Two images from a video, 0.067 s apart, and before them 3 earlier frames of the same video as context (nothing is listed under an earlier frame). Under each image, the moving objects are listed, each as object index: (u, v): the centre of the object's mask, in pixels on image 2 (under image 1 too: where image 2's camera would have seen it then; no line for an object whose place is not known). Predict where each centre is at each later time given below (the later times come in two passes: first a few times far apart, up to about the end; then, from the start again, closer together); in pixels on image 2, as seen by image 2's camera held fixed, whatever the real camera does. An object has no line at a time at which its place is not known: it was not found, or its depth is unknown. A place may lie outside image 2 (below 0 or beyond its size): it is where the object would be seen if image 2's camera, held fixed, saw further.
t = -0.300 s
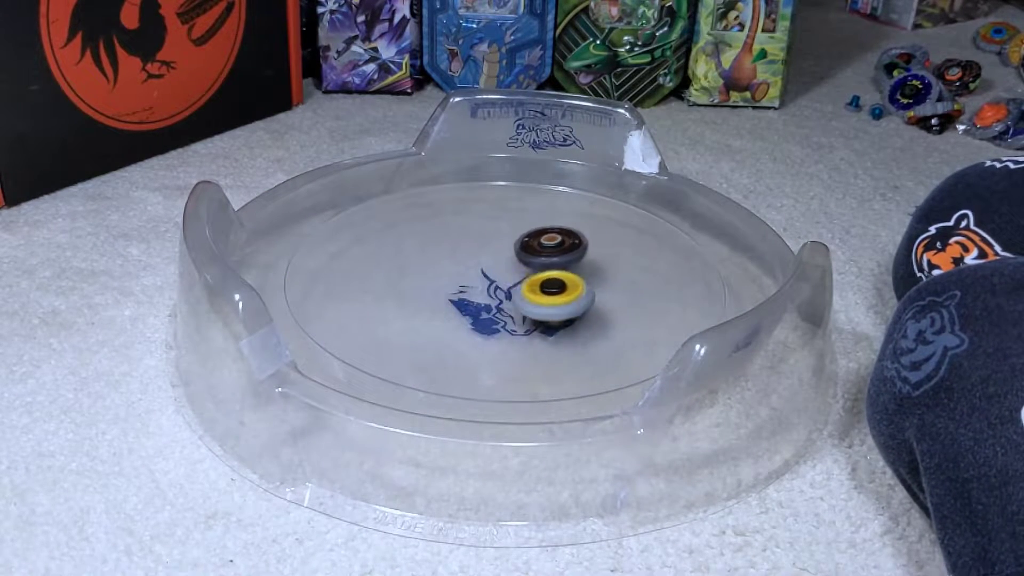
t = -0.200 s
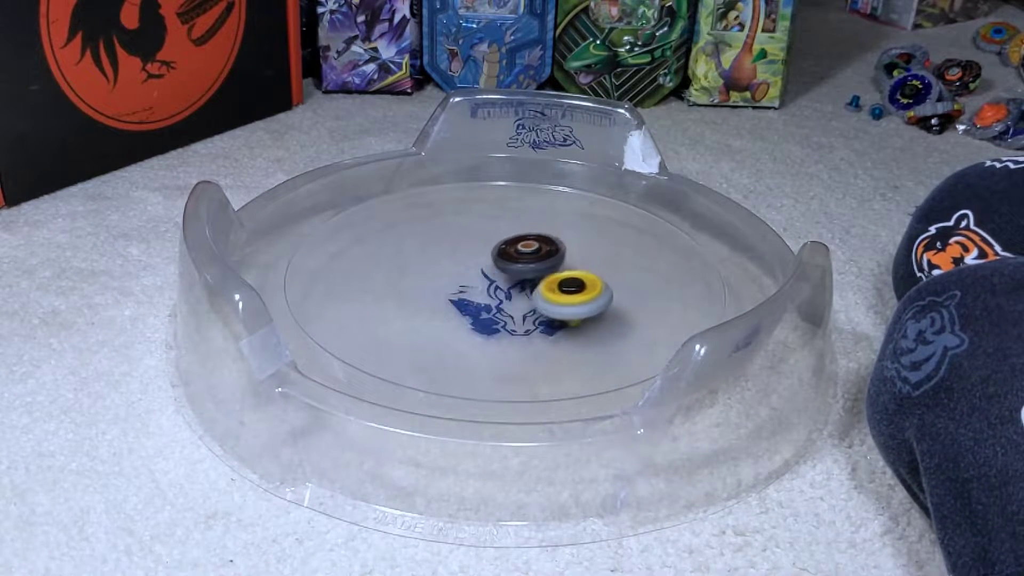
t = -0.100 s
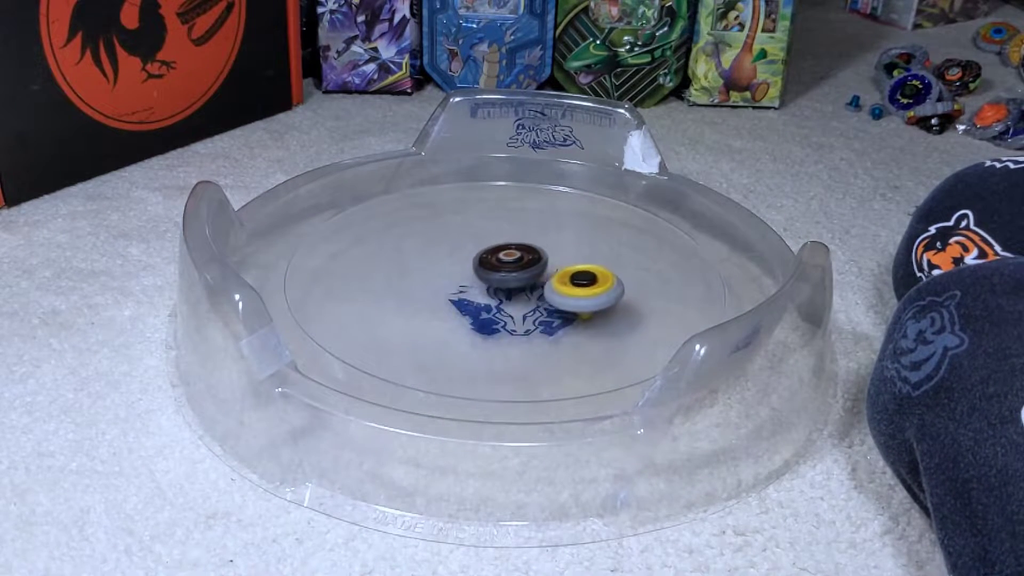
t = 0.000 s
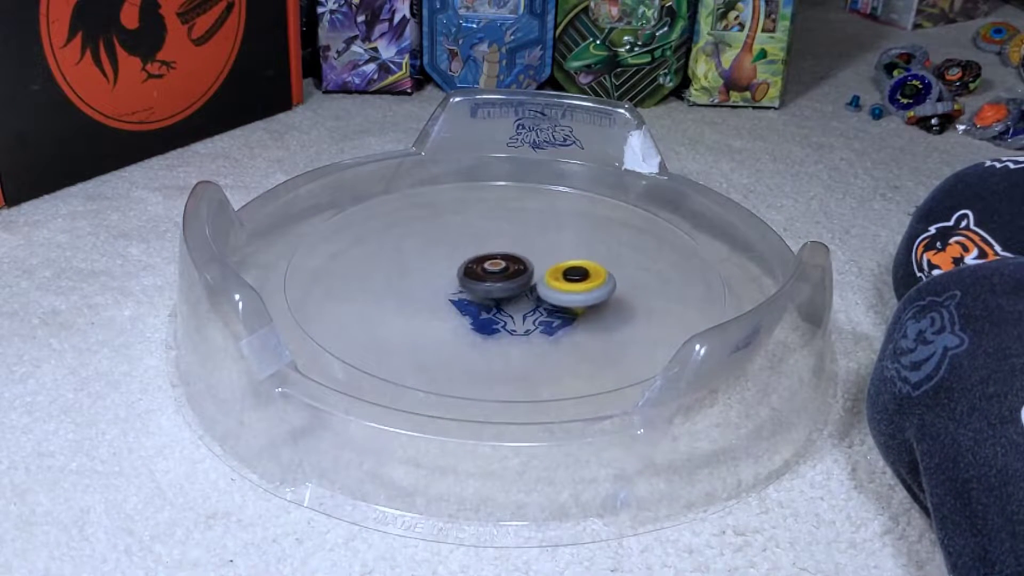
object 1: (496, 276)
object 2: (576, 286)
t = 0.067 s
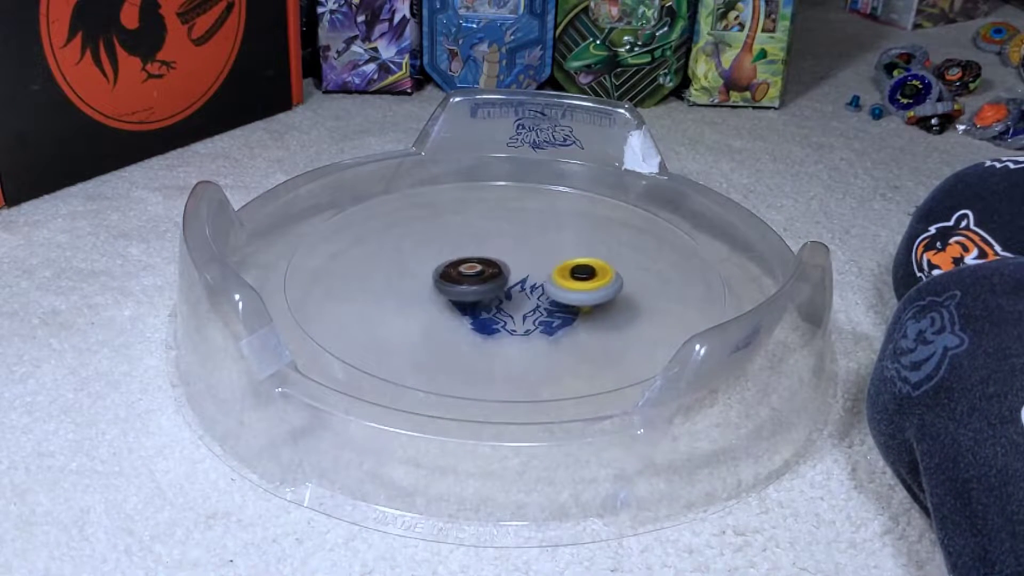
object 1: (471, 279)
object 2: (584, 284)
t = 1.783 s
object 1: (625, 342)
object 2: (482, 310)
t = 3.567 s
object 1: (531, 323)
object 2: (502, 279)
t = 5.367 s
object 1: (407, 262)
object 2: (542, 265)
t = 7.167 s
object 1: (597, 280)
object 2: (453, 250)
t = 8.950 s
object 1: (525, 306)
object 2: (397, 304)
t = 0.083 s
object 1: (462, 280)
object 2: (589, 283)
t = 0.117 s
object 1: (450, 281)
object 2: (593, 282)
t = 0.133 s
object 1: (446, 283)
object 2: (592, 281)
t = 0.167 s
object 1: (440, 288)
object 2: (590, 279)
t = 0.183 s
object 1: (438, 290)
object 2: (588, 278)
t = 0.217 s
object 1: (436, 296)
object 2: (583, 276)
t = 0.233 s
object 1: (434, 298)
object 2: (580, 275)
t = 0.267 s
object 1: (433, 302)
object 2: (573, 274)
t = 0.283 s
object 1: (433, 304)
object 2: (570, 274)
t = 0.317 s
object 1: (432, 308)
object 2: (563, 274)
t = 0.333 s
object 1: (433, 309)
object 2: (559, 274)
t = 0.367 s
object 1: (433, 312)
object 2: (552, 276)
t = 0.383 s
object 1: (435, 314)
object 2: (549, 277)
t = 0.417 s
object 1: (437, 316)
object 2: (543, 278)
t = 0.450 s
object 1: (440, 318)
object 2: (537, 280)
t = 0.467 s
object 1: (441, 319)
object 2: (535, 280)
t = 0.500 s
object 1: (444, 320)
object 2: (531, 283)
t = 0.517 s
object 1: (445, 321)
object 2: (529, 285)
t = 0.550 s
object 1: (447, 322)
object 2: (525, 288)
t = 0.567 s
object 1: (449, 322)
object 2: (523, 290)
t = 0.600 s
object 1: (454, 323)
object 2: (523, 294)
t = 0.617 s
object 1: (455, 323)
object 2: (523, 295)
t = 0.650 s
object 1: (459, 324)
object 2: (525, 297)
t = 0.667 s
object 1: (460, 324)
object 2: (525, 298)
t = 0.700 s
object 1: (463, 324)
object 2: (526, 301)
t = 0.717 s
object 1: (465, 324)
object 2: (527, 301)
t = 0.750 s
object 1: (470, 325)
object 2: (530, 302)
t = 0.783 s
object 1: (434, 332)
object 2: (564, 289)
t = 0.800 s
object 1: (412, 334)
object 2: (585, 279)
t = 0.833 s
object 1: (376, 338)
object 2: (619, 259)
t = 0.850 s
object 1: (363, 336)
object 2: (631, 249)
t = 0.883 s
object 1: (349, 331)
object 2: (648, 229)
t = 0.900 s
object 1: (342, 335)
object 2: (652, 222)
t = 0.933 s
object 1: (337, 336)
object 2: (655, 207)
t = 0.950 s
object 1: (337, 336)
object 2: (653, 202)
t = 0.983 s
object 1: (337, 338)
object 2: (645, 194)
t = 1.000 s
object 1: (338, 339)
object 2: (637, 191)
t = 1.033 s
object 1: (339, 341)
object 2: (619, 186)
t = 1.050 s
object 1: (339, 342)
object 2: (608, 183)
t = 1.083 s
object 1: (341, 344)
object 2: (585, 179)
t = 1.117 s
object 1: (342, 346)
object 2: (562, 176)
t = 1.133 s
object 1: (343, 347)
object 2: (550, 175)
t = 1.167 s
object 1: (344, 348)
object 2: (528, 175)
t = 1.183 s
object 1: (346, 348)
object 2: (515, 175)
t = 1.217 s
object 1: (349, 350)
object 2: (493, 177)
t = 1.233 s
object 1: (350, 350)
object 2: (481, 178)
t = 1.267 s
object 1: (355, 351)
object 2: (458, 183)
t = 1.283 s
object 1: (359, 351)
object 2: (447, 186)
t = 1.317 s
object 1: (366, 351)
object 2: (427, 193)
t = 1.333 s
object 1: (370, 351)
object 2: (416, 198)
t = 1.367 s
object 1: (379, 351)
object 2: (396, 208)
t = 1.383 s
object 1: (383, 350)
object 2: (388, 214)
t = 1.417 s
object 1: (392, 349)
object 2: (373, 228)
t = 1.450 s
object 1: (403, 349)
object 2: (364, 244)
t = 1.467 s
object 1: (409, 351)
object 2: (361, 252)
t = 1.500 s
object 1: (422, 350)
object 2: (361, 271)
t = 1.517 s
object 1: (428, 349)
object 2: (364, 279)
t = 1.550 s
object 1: (439, 347)
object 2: (376, 298)
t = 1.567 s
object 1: (445, 346)
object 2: (384, 305)
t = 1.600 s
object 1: (470, 349)
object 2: (399, 312)
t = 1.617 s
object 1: (492, 355)
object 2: (402, 312)
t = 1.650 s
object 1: (533, 361)
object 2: (412, 308)
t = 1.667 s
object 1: (551, 362)
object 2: (419, 307)
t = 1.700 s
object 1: (580, 360)
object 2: (437, 306)
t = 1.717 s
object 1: (592, 357)
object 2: (446, 308)
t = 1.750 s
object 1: (610, 350)
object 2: (465, 309)
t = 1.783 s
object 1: (625, 342)
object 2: (482, 310)
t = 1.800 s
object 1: (631, 338)
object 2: (489, 311)
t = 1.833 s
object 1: (642, 330)
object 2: (502, 311)
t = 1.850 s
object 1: (647, 325)
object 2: (506, 310)
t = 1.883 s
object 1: (656, 315)
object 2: (519, 306)
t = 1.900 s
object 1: (660, 310)
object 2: (525, 304)
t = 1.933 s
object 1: (665, 299)
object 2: (536, 300)
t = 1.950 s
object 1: (668, 294)
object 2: (541, 298)
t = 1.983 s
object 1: (670, 283)
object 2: (548, 294)
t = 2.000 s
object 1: (671, 277)
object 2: (550, 291)
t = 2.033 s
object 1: (670, 267)
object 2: (550, 286)
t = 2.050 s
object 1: (669, 262)
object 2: (551, 282)
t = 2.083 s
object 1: (666, 251)
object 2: (551, 274)
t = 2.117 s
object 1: (661, 241)
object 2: (550, 268)
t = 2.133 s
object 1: (658, 237)
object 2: (549, 265)
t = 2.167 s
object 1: (652, 227)
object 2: (546, 261)
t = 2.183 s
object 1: (648, 223)
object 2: (543, 259)
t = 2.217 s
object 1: (640, 215)
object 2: (535, 256)
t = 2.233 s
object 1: (636, 211)
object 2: (531, 254)
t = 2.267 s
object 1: (628, 204)
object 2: (522, 251)
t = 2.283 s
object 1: (623, 200)
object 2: (516, 250)
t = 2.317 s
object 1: (613, 194)
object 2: (507, 248)
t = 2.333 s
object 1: (608, 191)
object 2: (503, 247)
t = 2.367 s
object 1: (599, 186)
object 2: (494, 246)
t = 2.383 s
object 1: (594, 184)
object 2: (490, 246)
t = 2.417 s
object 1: (584, 180)
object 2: (482, 247)
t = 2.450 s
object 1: (574, 176)
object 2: (475, 250)
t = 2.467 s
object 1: (569, 174)
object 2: (472, 251)
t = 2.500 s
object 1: (560, 172)
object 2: (465, 256)
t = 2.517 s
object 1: (555, 171)
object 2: (462, 258)
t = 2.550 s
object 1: (545, 169)
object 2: (460, 263)
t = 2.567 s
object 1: (540, 168)
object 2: (460, 265)
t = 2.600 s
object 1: (531, 168)
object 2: (461, 270)
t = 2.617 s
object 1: (526, 167)
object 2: (462, 273)
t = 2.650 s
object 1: (517, 168)
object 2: (468, 278)
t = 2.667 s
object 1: (513, 168)
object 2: (471, 280)
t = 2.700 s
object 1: (504, 169)
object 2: (478, 284)
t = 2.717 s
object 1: (499, 170)
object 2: (482, 286)
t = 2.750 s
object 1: (490, 172)
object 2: (490, 288)
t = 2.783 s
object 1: (481, 175)
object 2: (499, 289)
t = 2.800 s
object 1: (476, 176)
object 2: (505, 290)
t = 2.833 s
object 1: (468, 180)
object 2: (516, 290)
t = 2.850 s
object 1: (464, 182)
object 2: (521, 290)
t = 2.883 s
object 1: (456, 187)
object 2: (528, 289)
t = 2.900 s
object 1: (452, 190)
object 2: (532, 288)
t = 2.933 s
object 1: (443, 197)
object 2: (538, 286)
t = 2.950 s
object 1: (439, 200)
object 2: (540, 284)
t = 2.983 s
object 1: (433, 208)
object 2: (546, 281)
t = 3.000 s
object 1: (430, 212)
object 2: (548, 279)
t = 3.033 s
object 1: (425, 220)
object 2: (552, 275)
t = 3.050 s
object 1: (423, 224)
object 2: (553, 273)
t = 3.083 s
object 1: (421, 231)
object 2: (554, 270)
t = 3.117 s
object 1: (419, 240)
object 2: (552, 267)
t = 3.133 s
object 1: (419, 245)
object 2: (551, 265)
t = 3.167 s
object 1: (421, 254)
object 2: (548, 261)
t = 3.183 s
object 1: (422, 259)
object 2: (546, 260)
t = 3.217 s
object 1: (425, 268)
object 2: (542, 258)
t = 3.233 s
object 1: (428, 272)
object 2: (540, 257)
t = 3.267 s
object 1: (433, 280)
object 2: (535, 256)
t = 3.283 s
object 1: (436, 284)
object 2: (531, 256)
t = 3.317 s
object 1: (444, 292)
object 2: (525, 257)
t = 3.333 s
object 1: (449, 295)
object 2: (521, 258)
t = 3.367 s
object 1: (458, 302)
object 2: (514, 258)
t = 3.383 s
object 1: (464, 304)
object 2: (511, 259)
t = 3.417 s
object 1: (475, 309)
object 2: (507, 261)
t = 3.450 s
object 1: (486, 315)
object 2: (505, 265)
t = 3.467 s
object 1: (493, 317)
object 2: (504, 267)
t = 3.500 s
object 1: (506, 321)
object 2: (503, 272)
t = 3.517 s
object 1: (512, 322)
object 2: (502, 274)
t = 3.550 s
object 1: (524, 324)
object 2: (501, 278)
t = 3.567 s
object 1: (531, 323)
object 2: (502, 279)
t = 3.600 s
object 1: (545, 326)
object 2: (506, 282)
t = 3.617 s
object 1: (551, 325)
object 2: (507, 284)
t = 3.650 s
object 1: (563, 325)
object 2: (513, 286)
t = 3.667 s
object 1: (569, 325)
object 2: (517, 287)
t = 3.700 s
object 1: (579, 324)
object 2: (524, 289)
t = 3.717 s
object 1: (585, 323)
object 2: (527, 289)
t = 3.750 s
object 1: (595, 320)
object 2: (533, 290)
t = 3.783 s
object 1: (605, 317)
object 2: (540, 289)
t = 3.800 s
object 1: (609, 316)
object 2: (542, 289)
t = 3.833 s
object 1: (616, 313)
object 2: (547, 288)
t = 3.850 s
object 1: (620, 312)
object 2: (548, 287)
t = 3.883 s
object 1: (626, 309)
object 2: (552, 286)
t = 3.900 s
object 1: (628, 307)
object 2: (553, 285)
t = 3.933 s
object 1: (633, 304)
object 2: (555, 283)
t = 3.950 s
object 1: (634, 302)
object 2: (556, 283)
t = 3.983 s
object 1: (637, 299)
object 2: (556, 281)
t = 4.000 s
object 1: (637, 297)
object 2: (555, 280)
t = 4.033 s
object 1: (638, 294)
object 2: (554, 278)
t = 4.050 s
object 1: (637, 292)
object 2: (552, 277)
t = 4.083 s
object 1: (636, 289)
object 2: (550, 276)
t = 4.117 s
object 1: (634, 286)
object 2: (546, 275)
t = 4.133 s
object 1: (632, 284)
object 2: (543, 274)
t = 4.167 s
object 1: (628, 281)
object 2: (537, 274)
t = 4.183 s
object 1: (625, 280)
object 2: (534, 274)
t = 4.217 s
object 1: (619, 277)
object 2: (529, 275)
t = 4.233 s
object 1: (617, 276)
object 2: (526, 275)
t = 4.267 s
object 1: (609, 274)
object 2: (521, 277)
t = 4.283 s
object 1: (605, 273)
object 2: (519, 278)
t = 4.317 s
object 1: (597, 271)
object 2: (514, 280)
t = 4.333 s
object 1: (592, 271)
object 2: (513, 281)
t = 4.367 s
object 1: (590, 269)
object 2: (506, 283)
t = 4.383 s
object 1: (608, 264)
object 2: (478, 285)
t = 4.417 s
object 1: (643, 254)
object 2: (432, 286)
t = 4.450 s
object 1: (664, 245)
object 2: (396, 285)
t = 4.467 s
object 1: (673, 241)
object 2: (382, 285)
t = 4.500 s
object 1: (680, 235)
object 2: (360, 288)
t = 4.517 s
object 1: (680, 233)
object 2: (350, 290)
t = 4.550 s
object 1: (674, 229)
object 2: (338, 296)
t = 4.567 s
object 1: (670, 228)
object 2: (334, 300)
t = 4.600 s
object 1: (663, 224)
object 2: (331, 309)
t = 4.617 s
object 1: (658, 223)
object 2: (331, 314)
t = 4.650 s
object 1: (649, 220)
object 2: (341, 321)
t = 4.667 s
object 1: (644, 219)
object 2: (351, 326)
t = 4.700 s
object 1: (633, 216)
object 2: (368, 332)
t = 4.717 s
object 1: (628, 216)
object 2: (376, 335)
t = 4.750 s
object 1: (616, 214)
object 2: (389, 340)
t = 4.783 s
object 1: (603, 212)
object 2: (401, 343)
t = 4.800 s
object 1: (596, 212)
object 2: (408, 345)
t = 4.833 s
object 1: (583, 211)
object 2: (421, 348)
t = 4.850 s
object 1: (576, 210)
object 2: (428, 350)
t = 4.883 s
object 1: (561, 211)
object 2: (442, 351)
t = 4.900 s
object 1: (555, 211)
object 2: (449, 352)
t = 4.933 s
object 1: (541, 212)
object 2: (462, 352)
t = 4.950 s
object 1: (534, 212)
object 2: (469, 352)
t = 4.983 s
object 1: (521, 214)
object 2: (484, 350)
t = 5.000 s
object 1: (514, 215)
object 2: (492, 349)
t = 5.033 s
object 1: (502, 217)
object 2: (508, 346)
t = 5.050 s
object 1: (495, 219)
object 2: (516, 344)
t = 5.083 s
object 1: (483, 221)
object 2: (529, 339)
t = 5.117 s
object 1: (471, 225)
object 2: (540, 333)
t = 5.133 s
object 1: (465, 227)
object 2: (545, 329)
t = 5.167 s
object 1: (454, 231)
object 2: (554, 322)
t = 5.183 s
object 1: (449, 233)
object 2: (556, 317)
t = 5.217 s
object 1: (439, 238)
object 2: (560, 309)
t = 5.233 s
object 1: (435, 240)
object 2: (560, 304)
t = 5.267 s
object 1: (426, 245)
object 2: (560, 294)
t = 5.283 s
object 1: (422, 248)
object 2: (559, 290)
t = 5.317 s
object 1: (415, 254)
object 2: (554, 280)
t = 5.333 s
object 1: (412, 256)
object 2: (550, 275)
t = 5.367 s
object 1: (407, 262)
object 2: (542, 265)
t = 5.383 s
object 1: (405, 265)
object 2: (537, 261)
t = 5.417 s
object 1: (401, 271)
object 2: (527, 252)
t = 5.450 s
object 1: (400, 277)
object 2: (516, 245)
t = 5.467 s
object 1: (399, 280)
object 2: (510, 242)
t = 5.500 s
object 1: (399, 285)
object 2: (495, 235)
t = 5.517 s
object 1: (399, 288)
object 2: (488, 232)
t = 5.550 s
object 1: (401, 294)
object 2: (473, 227)
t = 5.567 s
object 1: (402, 296)
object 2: (466, 225)
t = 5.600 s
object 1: (406, 301)
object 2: (451, 223)
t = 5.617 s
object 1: (408, 304)
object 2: (445, 223)
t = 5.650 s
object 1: (413, 308)
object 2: (431, 222)
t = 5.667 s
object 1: (415, 310)
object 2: (425, 222)
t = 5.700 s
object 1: (422, 315)
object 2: (414, 222)
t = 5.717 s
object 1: (425, 317)
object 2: (409, 223)
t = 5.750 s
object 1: (432, 321)
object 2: (401, 227)
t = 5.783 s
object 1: (440, 324)
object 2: (395, 231)
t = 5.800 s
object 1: (445, 326)
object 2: (393, 233)
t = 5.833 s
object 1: (454, 328)
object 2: (391, 238)
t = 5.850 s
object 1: (460, 329)
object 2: (390, 241)
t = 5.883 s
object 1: (469, 331)
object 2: (391, 246)
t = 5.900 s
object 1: (475, 331)
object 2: (393, 249)
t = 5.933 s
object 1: (484, 332)
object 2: (397, 256)
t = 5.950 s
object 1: (490, 333)
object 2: (400, 259)
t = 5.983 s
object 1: (499, 333)
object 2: (407, 266)
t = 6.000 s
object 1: (505, 333)
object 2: (412, 269)
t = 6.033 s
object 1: (515, 332)
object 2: (422, 274)
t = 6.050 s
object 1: (521, 332)
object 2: (428, 277)
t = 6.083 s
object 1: (530, 330)
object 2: (441, 281)
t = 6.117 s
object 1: (539, 328)
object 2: (454, 284)
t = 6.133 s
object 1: (543, 327)
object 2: (462, 286)
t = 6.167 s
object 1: (551, 324)
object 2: (476, 288)
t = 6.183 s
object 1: (555, 323)
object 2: (484, 288)
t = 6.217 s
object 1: (562, 319)
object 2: (499, 288)
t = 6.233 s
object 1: (565, 317)
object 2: (505, 287)
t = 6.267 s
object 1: (571, 313)
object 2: (517, 284)
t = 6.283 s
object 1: (574, 311)
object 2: (522, 283)
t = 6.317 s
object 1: (580, 308)
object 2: (532, 277)
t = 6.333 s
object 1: (585, 308)
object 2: (539, 275)
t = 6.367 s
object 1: (589, 306)
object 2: (549, 269)
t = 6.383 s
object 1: (592, 304)
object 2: (554, 266)
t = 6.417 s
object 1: (596, 301)
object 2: (563, 262)
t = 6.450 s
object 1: (599, 298)
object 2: (570, 257)
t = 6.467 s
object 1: (601, 295)
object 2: (573, 254)
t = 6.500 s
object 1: (602, 290)
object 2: (577, 249)
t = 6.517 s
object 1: (604, 288)
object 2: (578, 247)
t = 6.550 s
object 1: (604, 284)
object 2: (579, 243)
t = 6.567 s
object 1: (604, 282)
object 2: (579, 241)
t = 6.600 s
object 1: (604, 278)
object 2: (579, 237)
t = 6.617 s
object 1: (602, 275)
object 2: (578, 235)
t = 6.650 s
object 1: (607, 285)
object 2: (571, 220)
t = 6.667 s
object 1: (607, 290)
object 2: (566, 211)
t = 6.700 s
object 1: (609, 297)
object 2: (556, 198)
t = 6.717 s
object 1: (608, 301)
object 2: (550, 194)
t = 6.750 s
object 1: (607, 302)
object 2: (540, 189)
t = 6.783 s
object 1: (608, 301)
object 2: (530, 187)
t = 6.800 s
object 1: (608, 301)
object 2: (525, 187)
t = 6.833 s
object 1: (610, 299)
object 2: (515, 186)
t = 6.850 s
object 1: (612, 298)
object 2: (511, 186)
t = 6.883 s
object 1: (613, 296)
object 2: (501, 188)
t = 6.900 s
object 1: (614, 296)
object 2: (496, 189)
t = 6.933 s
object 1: (615, 293)
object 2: (487, 193)
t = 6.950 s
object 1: (614, 291)
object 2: (483, 195)
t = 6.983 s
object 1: (614, 290)
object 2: (475, 200)
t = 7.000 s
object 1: (612, 290)
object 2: (472, 204)
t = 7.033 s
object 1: (611, 287)
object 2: (463, 211)
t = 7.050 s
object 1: (610, 286)
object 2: (461, 215)
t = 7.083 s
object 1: (607, 284)
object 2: (456, 224)
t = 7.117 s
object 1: (604, 282)
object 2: (454, 234)
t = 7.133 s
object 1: (602, 281)
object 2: (453, 239)
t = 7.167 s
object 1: (597, 280)
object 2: (453, 250)
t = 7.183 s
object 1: (595, 279)
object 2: (454, 255)
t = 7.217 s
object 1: (589, 277)
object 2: (458, 265)
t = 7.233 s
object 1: (586, 276)
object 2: (461, 270)
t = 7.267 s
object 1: (581, 276)
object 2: (469, 279)
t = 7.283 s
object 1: (577, 276)
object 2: (474, 284)
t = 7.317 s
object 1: (570, 274)
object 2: (485, 291)
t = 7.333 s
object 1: (567, 273)
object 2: (492, 295)
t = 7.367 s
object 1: (567, 271)
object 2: (496, 303)
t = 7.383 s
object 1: (576, 265)
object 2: (488, 309)
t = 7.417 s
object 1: (589, 254)
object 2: (474, 321)
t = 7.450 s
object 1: (594, 247)
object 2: (467, 330)
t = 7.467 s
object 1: (593, 244)
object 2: (466, 334)
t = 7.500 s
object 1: (588, 240)
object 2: (469, 343)
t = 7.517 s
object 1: (585, 239)
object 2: (473, 348)
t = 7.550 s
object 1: (576, 236)
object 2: (487, 356)
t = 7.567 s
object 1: (571, 235)
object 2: (498, 358)
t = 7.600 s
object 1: (562, 233)
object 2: (522, 365)
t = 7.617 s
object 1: (557, 231)
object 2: (535, 367)
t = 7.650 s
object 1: (549, 230)
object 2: (559, 365)
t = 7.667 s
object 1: (544, 229)
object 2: (570, 362)
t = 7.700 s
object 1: (535, 228)
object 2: (591, 361)
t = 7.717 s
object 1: (530, 228)
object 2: (601, 359)
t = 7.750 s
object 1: (521, 228)
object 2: (615, 354)
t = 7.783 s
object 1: (513, 228)
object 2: (629, 349)
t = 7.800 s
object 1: (509, 228)
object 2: (634, 347)
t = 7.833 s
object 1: (501, 228)
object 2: (644, 342)
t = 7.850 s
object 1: (497, 229)
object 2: (650, 339)
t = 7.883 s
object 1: (488, 230)
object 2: (659, 333)
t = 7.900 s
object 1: (485, 230)
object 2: (663, 330)
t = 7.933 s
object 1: (478, 232)
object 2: (669, 325)
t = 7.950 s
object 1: (474, 233)
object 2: (671, 322)
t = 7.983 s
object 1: (467, 236)
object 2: (675, 318)
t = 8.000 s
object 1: (464, 237)
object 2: (676, 316)
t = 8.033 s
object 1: (458, 240)
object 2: (675, 312)
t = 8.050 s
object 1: (456, 242)
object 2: (674, 309)
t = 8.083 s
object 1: (451, 245)
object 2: (670, 303)
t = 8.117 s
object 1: (447, 249)
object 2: (663, 298)
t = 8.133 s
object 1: (446, 251)
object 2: (658, 295)
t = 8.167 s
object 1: (443, 254)
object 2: (648, 289)
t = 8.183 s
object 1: (442, 256)
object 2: (642, 286)
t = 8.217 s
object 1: (440, 260)
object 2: (629, 280)
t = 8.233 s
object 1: (439, 262)
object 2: (622, 278)
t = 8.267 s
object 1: (439, 266)
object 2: (608, 272)
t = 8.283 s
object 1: (440, 269)
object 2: (600, 269)
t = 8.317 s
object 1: (441, 273)
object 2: (583, 266)
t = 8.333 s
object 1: (441, 274)
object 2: (574, 264)
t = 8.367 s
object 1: (442, 277)
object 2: (556, 260)
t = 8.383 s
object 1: (444, 279)
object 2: (547, 258)
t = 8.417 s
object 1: (447, 283)
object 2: (529, 257)
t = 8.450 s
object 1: (449, 286)
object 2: (510, 255)
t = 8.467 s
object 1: (450, 288)
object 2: (501, 254)
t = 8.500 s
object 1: (454, 291)
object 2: (482, 250)
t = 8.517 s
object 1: (457, 292)
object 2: (474, 249)
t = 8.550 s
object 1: (463, 295)
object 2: (457, 250)
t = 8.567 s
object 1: (464, 296)
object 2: (449, 251)
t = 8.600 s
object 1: (468, 298)
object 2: (434, 255)
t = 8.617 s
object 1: (472, 299)
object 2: (426, 256)
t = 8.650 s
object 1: (477, 301)
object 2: (413, 259)
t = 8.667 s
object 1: (479, 302)
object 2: (408, 261)
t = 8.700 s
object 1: (484, 303)
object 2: (398, 265)
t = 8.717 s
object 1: (487, 304)
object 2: (393, 267)
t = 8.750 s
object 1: (493, 305)
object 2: (386, 272)
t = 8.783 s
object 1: (499, 307)
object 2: (381, 277)
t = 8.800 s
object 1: (501, 307)
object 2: (380, 280)
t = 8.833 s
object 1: (506, 308)
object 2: (380, 286)
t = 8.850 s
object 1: (508, 308)
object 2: (381, 288)
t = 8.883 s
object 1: (515, 307)
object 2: (384, 294)
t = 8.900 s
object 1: (516, 307)
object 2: (386, 297)
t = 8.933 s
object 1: (523, 307)
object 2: (393, 302)
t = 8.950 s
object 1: (525, 306)
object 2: (397, 304)
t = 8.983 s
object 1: (530, 307)
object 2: (407, 309)
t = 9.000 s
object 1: (532, 307)
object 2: (413, 311)
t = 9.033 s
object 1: (537, 306)
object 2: (424, 314)
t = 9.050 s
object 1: (539, 305)
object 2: (431, 315)
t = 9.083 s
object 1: (542, 304)
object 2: (443, 317)
